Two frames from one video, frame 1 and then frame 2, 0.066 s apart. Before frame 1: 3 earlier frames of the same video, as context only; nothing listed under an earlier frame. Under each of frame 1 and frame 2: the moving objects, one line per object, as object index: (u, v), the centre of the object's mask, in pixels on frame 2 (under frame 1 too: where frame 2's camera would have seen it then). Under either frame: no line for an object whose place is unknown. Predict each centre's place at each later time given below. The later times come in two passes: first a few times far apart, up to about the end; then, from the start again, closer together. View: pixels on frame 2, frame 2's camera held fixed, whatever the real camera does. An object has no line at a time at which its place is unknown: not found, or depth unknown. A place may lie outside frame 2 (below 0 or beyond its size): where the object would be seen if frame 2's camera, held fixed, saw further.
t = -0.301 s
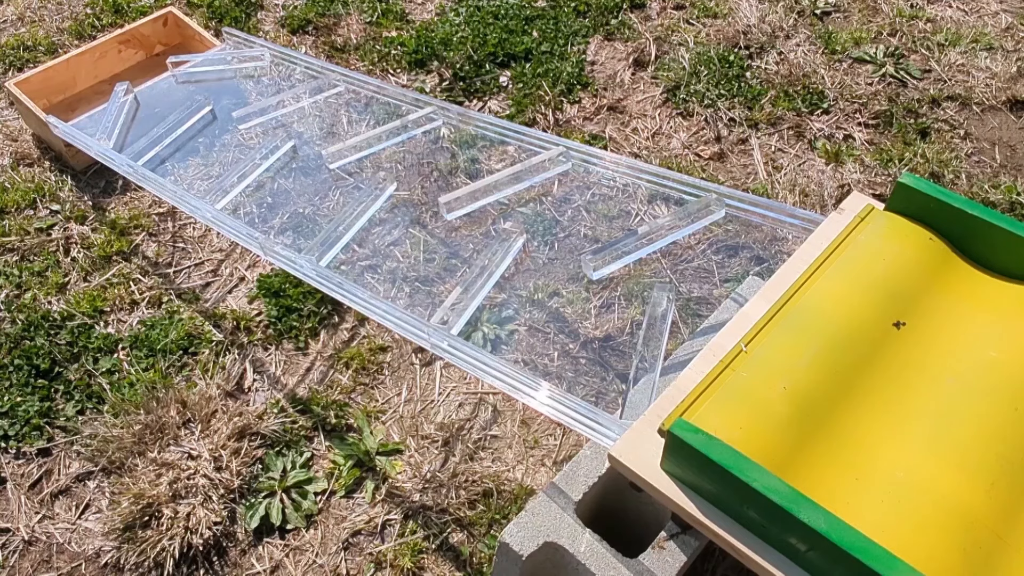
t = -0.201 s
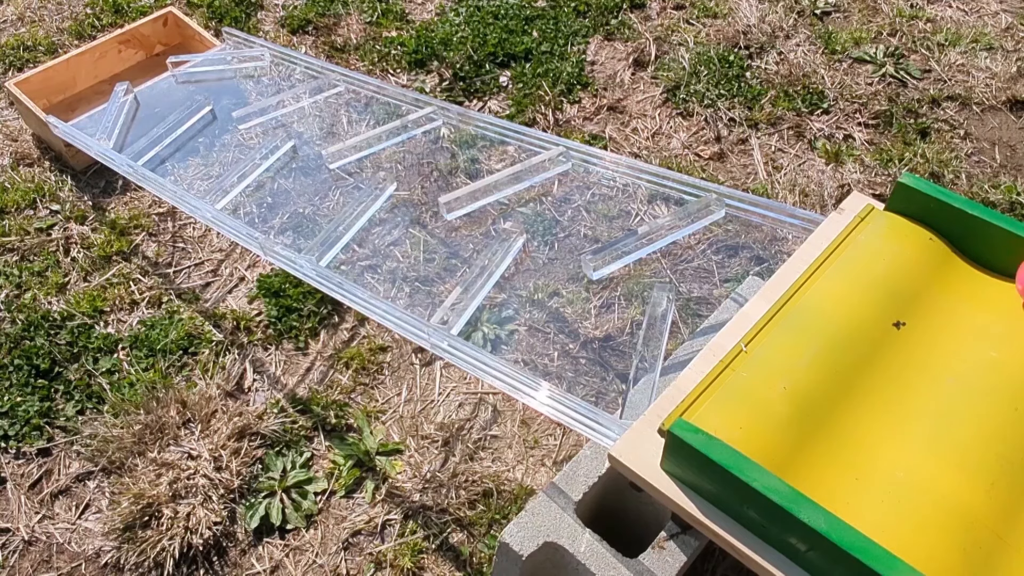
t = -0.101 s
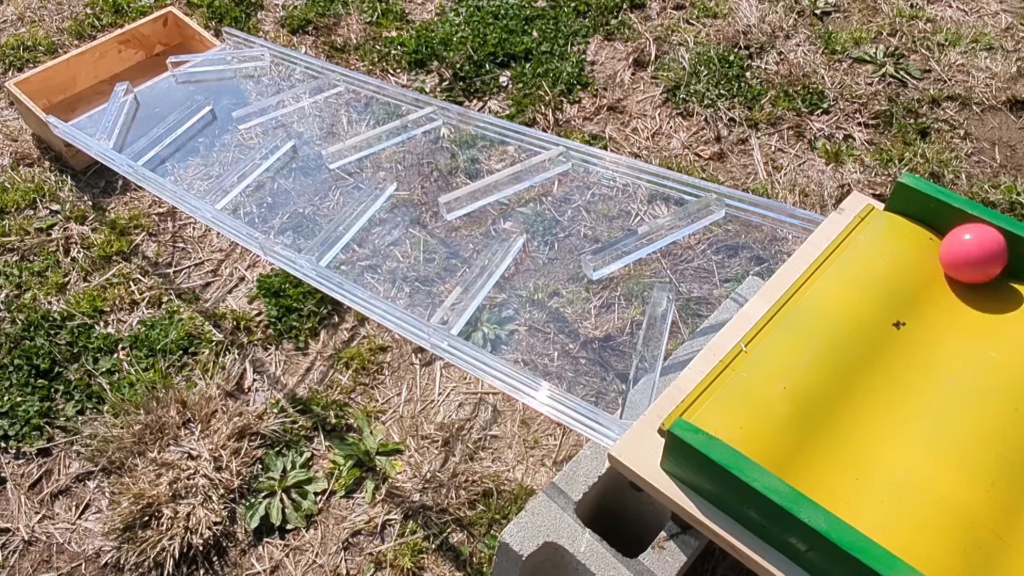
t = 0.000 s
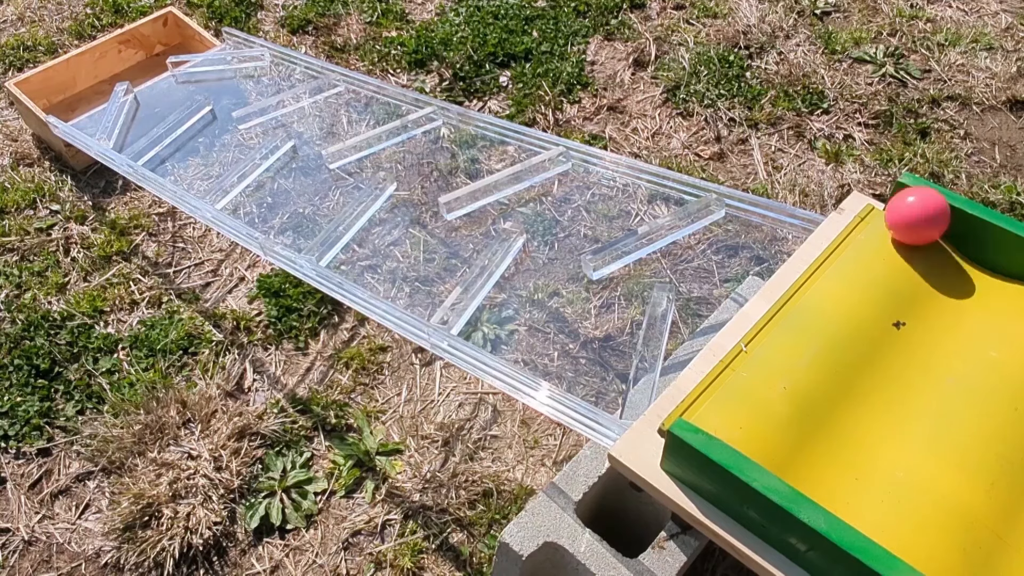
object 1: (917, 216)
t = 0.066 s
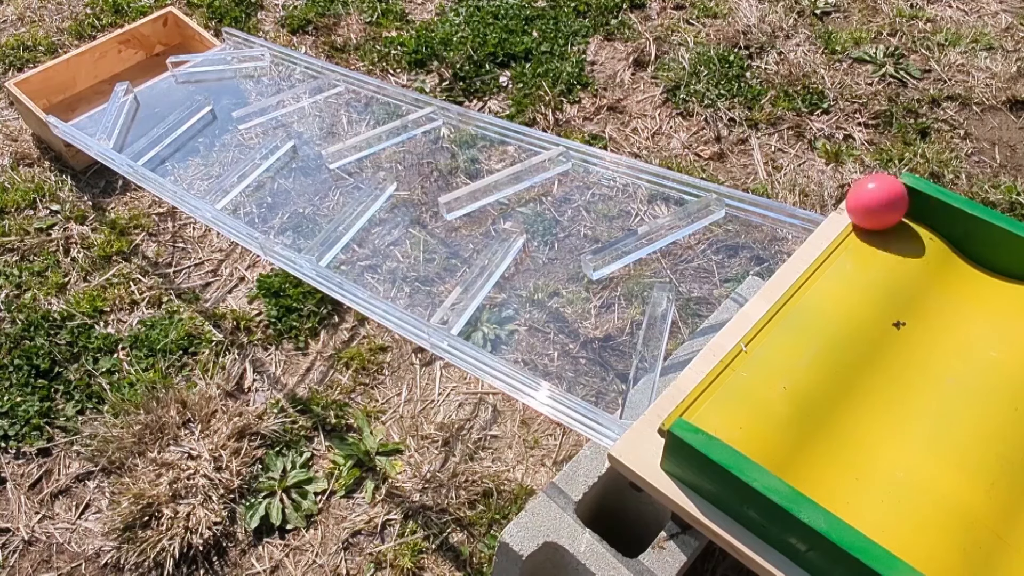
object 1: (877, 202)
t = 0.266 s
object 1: (742, 212)
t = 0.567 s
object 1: (610, 270)
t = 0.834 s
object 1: (485, 319)
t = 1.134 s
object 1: (489, 300)
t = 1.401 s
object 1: (506, 276)
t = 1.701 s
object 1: (537, 234)
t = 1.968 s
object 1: (541, 181)
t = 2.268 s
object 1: (549, 171)
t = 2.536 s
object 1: (538, 176)
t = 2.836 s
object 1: (496, 194)
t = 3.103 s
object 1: (431, 219)
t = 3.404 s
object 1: (356, 233)
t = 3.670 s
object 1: (350, 237)
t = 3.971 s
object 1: (361, 224)
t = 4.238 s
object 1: (385, 198)
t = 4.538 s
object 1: (417, 158)
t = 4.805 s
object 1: (422, 126)
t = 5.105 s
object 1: (426, 123)
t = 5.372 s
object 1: (413, 127)
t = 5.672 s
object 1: (374, 144)
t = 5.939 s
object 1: (314, 166)
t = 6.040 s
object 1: (281, 172)
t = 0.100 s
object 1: (860, 193)
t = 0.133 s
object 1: (838, 194)
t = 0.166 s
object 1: (816, 192)
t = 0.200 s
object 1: (794, 192)
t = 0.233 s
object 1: (768, 201)
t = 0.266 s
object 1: (742, 212)
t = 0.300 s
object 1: (724, 209)
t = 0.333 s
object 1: (714, 214)
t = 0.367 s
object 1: (700, 227)
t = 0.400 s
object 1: (685, 233)
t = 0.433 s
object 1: (672, 241)
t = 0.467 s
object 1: (657, 247)
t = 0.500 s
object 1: (641, 255)
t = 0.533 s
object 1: (625, 262)
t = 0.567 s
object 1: (610, 270)
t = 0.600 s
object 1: (593, 278)
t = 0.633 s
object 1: (573, 284)
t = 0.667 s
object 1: (553, 291)
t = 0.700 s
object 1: (531, 297)
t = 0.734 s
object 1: (508, 303)
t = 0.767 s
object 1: (485, 306)
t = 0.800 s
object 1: (483, 314)
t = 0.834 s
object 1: (485, 319)
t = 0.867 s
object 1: (490, 318)
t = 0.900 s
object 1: (491, 317)
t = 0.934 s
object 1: (489, 315)
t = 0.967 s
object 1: (485, 312)
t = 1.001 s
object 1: (483, 309)
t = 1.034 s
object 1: (485, 307)
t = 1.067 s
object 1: (486, 305)
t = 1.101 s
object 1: (487, 303)
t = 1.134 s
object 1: (489, 300)
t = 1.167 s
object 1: (491, 298)
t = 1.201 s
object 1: (493, 295)
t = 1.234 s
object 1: (495, 293)
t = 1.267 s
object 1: (497, 289)
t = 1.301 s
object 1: (498, 286)
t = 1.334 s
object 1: (501, 283)
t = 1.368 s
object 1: (503, 280)
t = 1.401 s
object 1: (506, 276)
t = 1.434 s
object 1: (509, 272)
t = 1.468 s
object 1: (512, 268)
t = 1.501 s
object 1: (515, 264)
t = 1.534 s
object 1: (518, 259)
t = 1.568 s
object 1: (522, 255)
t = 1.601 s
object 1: (525, 250)
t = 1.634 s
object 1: (529, 245)
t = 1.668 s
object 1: (532, 239)
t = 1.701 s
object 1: (537, 234)
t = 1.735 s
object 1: (540, 229)
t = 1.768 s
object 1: (544, 223)
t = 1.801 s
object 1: (547, 217)
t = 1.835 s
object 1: (549, 211)
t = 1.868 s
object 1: (549, 204)
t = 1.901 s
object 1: (548, 197)
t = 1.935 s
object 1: (545, 189)
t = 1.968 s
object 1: (541, 181)
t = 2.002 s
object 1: (540, 175)
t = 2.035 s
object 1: (545, 176)
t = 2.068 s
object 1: (548, 176)
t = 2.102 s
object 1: (548, 174)
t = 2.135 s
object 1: (548, 172)
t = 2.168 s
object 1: (549, 171)
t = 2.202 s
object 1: (549, 171)
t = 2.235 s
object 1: (549, 171)
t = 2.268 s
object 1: (549, 171)
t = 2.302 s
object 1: (550, 171)
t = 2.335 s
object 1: (549, 171)
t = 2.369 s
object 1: (548, 171)
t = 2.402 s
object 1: (547, 172)
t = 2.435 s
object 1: (545, 172)
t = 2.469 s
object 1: (543, 174)
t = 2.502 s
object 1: (541, 174)
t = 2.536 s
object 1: (538, 176)
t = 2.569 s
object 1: (535, 177)
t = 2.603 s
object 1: (532, 178)
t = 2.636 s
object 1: (528, 180)
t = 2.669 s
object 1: (523, 182)
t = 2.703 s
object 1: (519, 184)
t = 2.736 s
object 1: (514, 186)
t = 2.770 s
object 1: (509, 189)
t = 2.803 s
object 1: (503, 191)
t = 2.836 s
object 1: (496, 194)
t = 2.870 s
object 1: (490, 196)
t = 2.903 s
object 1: (483, 200)
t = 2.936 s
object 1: (476, 202)
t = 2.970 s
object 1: (468, 206)
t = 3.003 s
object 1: (460, 209)
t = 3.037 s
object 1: (451, 213)
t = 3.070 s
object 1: (441, 216)
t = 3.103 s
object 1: (431, 219)
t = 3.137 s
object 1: (418, 221)
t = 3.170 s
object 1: (406, 222)
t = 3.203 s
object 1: (392, 224)
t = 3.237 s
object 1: (377, 224)
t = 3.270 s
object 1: (361, 225)
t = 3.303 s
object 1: (362, 224)
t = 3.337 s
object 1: (363, 230)
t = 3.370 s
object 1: (361, 232)
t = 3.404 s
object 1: (356, 233)
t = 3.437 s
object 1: (353, 234)
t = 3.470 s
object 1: (352, 235)
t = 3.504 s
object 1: (351, 236)
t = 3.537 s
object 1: (350, 236)
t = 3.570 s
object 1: (350, 237)
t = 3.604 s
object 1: (349, 237)
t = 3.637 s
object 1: (350, 237)
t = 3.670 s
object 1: (350, 237)
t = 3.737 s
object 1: (350, 236)
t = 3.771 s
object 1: (352, 235)
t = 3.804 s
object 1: (352, 234)
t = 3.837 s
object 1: (354, 232)
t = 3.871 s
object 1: (355, 231)
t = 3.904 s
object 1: (357, 229)
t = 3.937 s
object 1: (359, 227)
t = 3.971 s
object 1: (361, 224)
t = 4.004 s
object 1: (363, 222)
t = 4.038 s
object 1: (366, 219)
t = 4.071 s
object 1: (369, 216)
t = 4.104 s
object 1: (372, 213)
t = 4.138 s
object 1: (375, 209)
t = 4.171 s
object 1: (378, 206)
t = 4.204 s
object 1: (381, 202)
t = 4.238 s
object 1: (385, 198)
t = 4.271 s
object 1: (388, 194)
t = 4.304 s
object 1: (391, 191)
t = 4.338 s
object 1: (396, 187)
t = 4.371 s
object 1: (399, 182)
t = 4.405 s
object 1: (404, 177)
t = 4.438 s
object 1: (408, 173)
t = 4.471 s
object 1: (412, 168)
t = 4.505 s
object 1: (414, 163)
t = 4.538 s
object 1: (417, 158)
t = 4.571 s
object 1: (417, 152)
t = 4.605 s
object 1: (417, 146)
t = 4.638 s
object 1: (416, 140)
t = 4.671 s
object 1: (415, 134)
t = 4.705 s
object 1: (412, 127)
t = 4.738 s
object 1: (416, 125)
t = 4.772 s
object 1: (420, 126)
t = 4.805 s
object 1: (422, 126)
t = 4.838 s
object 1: (422, 124)
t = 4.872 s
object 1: (423, 124)
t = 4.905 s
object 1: (424, 123)
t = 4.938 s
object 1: (425, 123)
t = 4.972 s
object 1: (426, 123)
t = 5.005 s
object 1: (426, 123)
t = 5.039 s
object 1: (426, 122)
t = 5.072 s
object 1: (426, 123)
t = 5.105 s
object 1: (426, 123)
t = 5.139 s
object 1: (425, 123)
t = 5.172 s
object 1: (424, 123)
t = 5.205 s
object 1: (423, 124)
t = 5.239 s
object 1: (421, 124)
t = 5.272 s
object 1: (420, 124)
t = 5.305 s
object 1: (418, 125)
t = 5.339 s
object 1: (415, 126)
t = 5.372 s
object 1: (413, 127)
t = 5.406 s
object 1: (409, 128)
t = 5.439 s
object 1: (406, 130)
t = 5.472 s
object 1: (403, 131)
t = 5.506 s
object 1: (399, 133)
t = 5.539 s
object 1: (395, 135)
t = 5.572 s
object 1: (390, 137)
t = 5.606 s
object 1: (385, 139)
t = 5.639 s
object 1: (379, 141)
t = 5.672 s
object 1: (374, 144)
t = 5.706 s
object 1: (367, 146)
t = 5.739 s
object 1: (361, 149)
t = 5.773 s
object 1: (354, 151)
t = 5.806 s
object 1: (347, 154)
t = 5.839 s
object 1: (340, 158)
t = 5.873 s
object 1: (332, 161)
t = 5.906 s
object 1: (323, 164)
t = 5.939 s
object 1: (314, 166)
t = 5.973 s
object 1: (304, 168)
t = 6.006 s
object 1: (293, 171)
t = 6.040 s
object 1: (281, 172)
